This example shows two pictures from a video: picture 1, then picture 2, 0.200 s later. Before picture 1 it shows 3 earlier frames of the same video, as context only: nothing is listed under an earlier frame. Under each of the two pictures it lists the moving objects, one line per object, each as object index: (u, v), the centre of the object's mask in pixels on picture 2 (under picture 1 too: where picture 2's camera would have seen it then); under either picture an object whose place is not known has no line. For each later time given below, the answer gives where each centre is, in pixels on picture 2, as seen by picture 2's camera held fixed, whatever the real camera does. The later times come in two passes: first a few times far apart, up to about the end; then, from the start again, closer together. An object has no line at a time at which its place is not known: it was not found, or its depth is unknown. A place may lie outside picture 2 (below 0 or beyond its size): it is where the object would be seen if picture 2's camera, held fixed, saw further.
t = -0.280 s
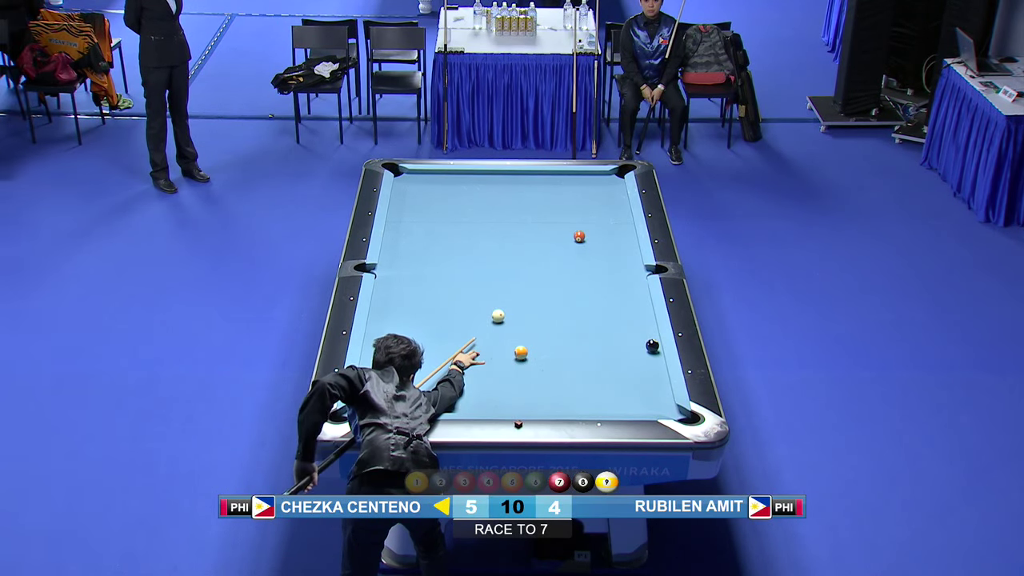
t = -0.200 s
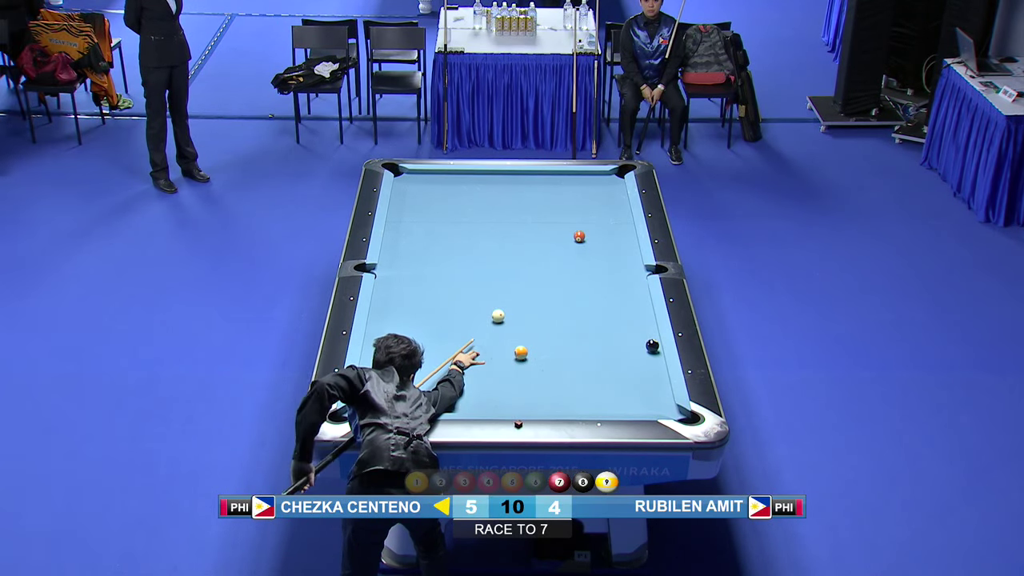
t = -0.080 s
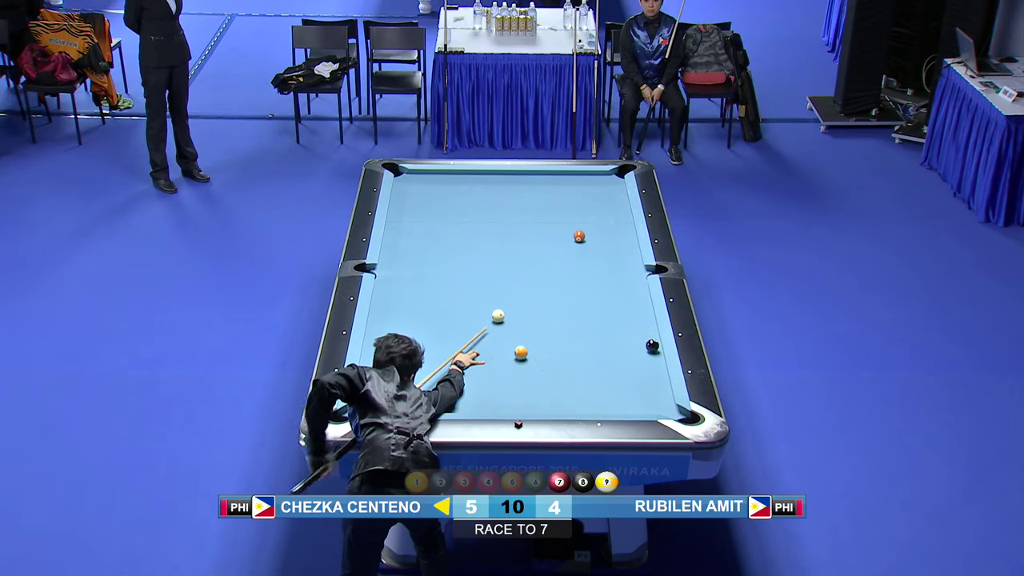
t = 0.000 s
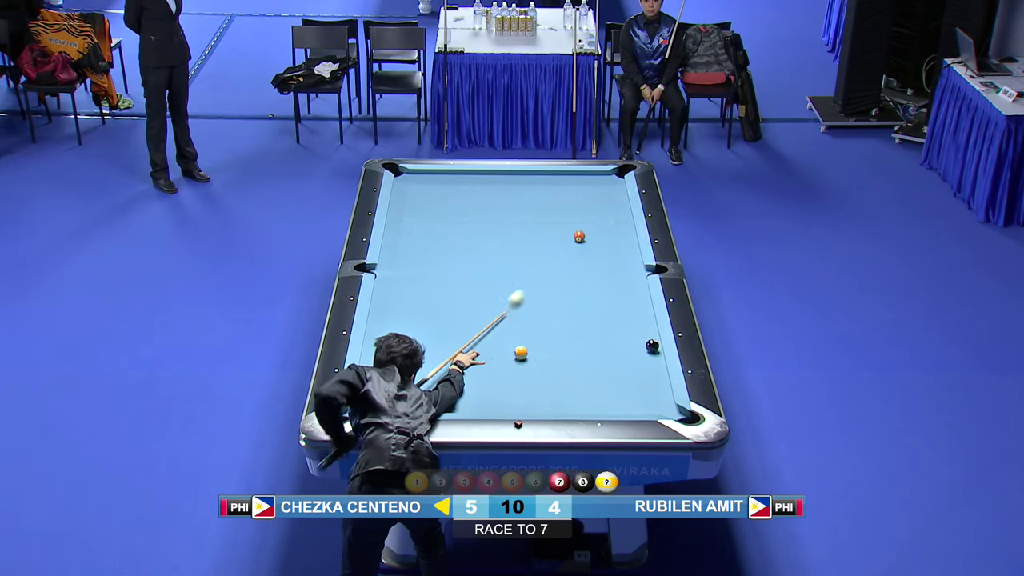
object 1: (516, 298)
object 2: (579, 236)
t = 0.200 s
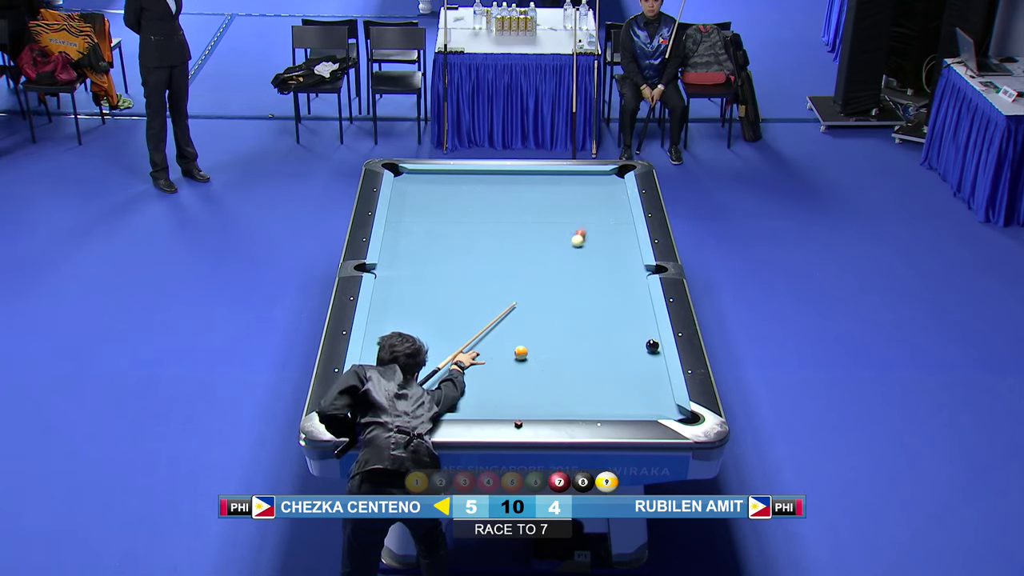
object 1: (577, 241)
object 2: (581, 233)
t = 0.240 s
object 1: (581, 241)
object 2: (586, 224)
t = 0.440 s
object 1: (597, 242)
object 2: (611, 182)
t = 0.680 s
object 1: (616, 243)
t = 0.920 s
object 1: (633, 244)
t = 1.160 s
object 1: (624, 245)
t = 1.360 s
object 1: (617, 246)
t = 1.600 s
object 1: (610, 248)
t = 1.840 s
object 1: (603, 249)
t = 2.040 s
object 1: (598, 250)
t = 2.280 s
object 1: (593, 250)
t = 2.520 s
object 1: (589, 251)
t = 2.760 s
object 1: (585, 252)
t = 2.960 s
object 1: (583, 252)
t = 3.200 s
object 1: (582, 252)
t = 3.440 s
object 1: (581, 252)
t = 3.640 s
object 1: (581, 253)
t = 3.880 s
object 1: (581, 253)
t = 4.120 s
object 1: (581, 253)
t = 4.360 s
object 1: (581, 253)
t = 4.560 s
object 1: (581, 253)
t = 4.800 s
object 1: (581, 253)
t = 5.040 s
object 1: (581, 253)
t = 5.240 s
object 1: (581, 253)
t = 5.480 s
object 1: (581, 253)
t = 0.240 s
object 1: (581, 241)
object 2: (586, 224)
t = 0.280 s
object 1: (585, 241)
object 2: (592, 215)
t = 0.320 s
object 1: (588, 241)
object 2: (597, 206)
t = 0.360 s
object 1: (591, 241)
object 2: (602, 198)
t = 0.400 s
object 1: (594, 242)
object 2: (606, 190)
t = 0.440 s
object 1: (597, 242)
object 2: (611, 182)
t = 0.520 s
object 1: (603, 242)
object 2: (621, 171)
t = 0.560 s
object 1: (607, 242)
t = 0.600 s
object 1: (610, 242)
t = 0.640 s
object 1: (613, 242)
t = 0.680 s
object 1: (616, 243)
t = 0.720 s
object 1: (618, 243)
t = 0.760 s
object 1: (621, 243)
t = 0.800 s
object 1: (624, 243)
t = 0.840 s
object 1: (627, 243)
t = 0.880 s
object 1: (630, 243)
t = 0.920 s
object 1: (633, 244)
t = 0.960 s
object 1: (632, 244)
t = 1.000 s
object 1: (630, 244)
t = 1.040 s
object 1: (629, 244)
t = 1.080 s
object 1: (627, 245)
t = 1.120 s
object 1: (626, 245)
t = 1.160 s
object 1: (624, 245)
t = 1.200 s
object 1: (623, 245)
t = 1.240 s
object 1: (621, 246)
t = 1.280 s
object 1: (620, 246)
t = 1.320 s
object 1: (619, 246)
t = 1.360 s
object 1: (617, 246)
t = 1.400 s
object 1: (616, 246)
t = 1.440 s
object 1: (615, 247)
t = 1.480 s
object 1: (613, 247)
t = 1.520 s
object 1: (612, 247)
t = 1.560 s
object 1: (611, 247)
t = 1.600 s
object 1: (610, 248)
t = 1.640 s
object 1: (609, 248)
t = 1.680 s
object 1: (607, 248)
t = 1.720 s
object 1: (606, 248)
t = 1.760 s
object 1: (605, 248)
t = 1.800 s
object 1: (604, 249)
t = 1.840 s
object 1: (603, 249)
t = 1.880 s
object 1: (602, 249)
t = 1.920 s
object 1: (601, 249)
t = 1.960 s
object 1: (600, 249)
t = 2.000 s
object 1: (599, 250)
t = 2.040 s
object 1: (598, 250)
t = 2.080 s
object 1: (597, 250)
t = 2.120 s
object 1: (596, 250)
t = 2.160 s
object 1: (596, 250)
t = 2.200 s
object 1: (595, 250)
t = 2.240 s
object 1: (594, 250)
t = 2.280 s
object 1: (593, 250)
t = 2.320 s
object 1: (592, 250)
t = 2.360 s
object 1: (592, 251)
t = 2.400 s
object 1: (591, 251)
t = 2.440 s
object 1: (590, 251)
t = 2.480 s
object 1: (589, 251)
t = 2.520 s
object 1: (589, 251)
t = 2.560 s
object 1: (588, 251)
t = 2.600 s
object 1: (588, 251)
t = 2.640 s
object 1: (587, 251)
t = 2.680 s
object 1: (586, 251)
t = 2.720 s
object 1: (586, 252)
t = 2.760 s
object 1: (585, 252)
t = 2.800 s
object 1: (585, 252)
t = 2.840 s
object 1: (585, 252)
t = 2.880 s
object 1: (584, 252)
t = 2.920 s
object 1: (584, 252)
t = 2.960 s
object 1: (583, 252)
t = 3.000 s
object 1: (583, 252)
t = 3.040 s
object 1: (583, 252)
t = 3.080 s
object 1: (582, 252)
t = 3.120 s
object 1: (582, 252)
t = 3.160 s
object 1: (582, 252)
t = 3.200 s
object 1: (582, 252)
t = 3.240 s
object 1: (582, 252)
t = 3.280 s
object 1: (581, 252)
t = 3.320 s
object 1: (581, 252)
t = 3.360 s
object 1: (581, 252)
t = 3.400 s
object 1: (581, 252)
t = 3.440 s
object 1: (581, 252)
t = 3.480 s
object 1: (581, 253)
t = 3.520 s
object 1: (581, 253)
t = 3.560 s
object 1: (581, 253)
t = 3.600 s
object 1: (581, 253)
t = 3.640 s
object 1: (581, 253)
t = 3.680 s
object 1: (581, 253)
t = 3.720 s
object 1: (581, 253)
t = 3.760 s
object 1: (581, 253)
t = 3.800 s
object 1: (581, 253)
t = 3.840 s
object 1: (581, 253)
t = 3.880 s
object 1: (581, 253)
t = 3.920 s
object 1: (581, 253)
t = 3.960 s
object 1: (581, 253)
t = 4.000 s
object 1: (581, 253)
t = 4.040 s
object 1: (581, 253)
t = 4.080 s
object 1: (581, 253)
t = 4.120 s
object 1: (581, 253)
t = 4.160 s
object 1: (581, 253)
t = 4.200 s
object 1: (581, 253)
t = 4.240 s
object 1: (581, 253)
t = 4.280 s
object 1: (581, 253)
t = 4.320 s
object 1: (581, 253)
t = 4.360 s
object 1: (581, 253)
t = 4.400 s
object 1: (581, 253)
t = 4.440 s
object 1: (581, 253)
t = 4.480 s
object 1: (581, 253)
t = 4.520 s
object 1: (581, 253)
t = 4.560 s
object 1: (581, 253)
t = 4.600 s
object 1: (581, 253)
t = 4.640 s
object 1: (581, 253)
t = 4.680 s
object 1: (581, 253)
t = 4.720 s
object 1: (581, 253)
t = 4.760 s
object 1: (581, 253)
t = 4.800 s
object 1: (581, 253)
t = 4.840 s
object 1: (581, 253)
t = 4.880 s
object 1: (581, 253)
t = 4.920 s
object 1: (581, 253)
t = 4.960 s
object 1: (581, 253)
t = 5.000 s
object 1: (581, 253)
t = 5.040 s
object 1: (581, 253)
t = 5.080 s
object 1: (581, 253)
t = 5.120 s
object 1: (581, 253)
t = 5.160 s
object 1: (581, 253)
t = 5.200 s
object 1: (581, 253)
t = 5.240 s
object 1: (581, 253)
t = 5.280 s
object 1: (581, 253)
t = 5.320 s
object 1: (581, 253)
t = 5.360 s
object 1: (581, 253)
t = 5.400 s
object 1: (581, 253)
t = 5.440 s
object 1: (581, 253)
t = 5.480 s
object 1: (581, 253)
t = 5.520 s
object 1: (581, 253)
